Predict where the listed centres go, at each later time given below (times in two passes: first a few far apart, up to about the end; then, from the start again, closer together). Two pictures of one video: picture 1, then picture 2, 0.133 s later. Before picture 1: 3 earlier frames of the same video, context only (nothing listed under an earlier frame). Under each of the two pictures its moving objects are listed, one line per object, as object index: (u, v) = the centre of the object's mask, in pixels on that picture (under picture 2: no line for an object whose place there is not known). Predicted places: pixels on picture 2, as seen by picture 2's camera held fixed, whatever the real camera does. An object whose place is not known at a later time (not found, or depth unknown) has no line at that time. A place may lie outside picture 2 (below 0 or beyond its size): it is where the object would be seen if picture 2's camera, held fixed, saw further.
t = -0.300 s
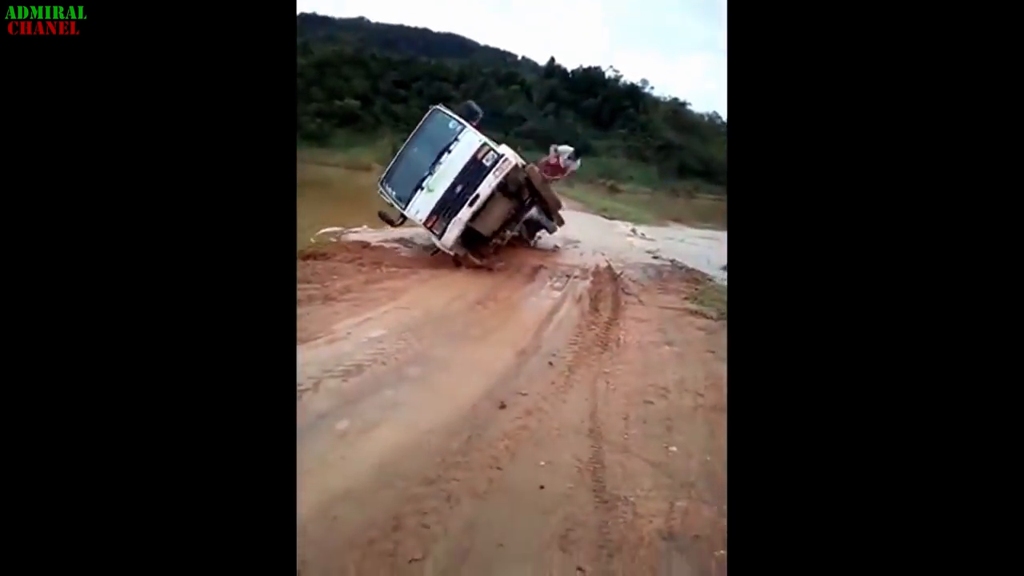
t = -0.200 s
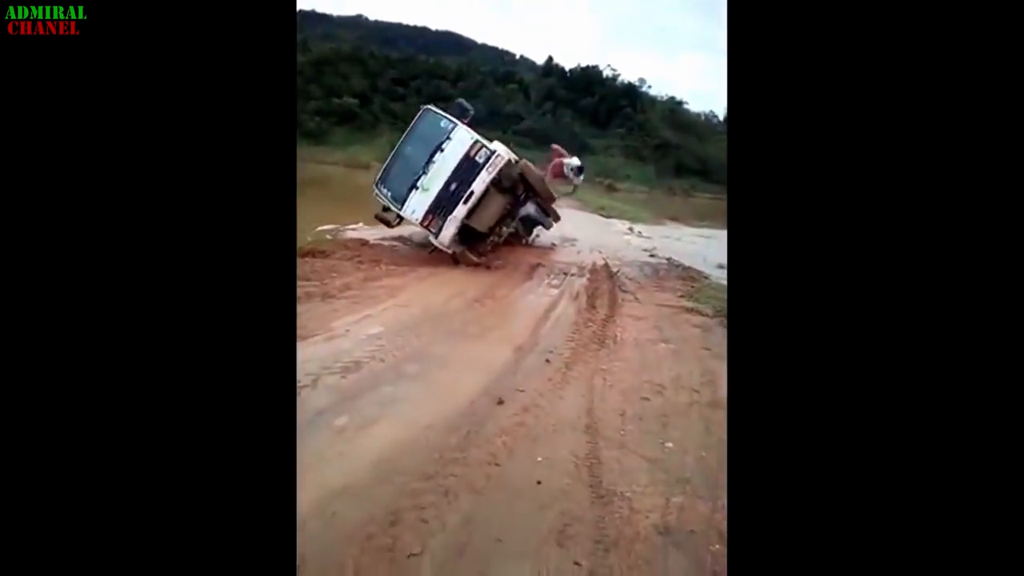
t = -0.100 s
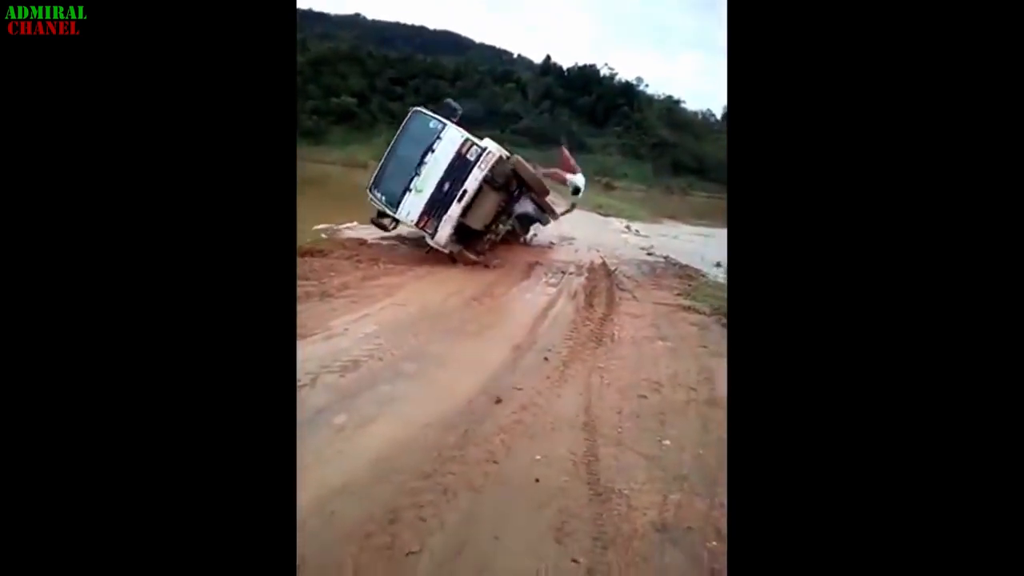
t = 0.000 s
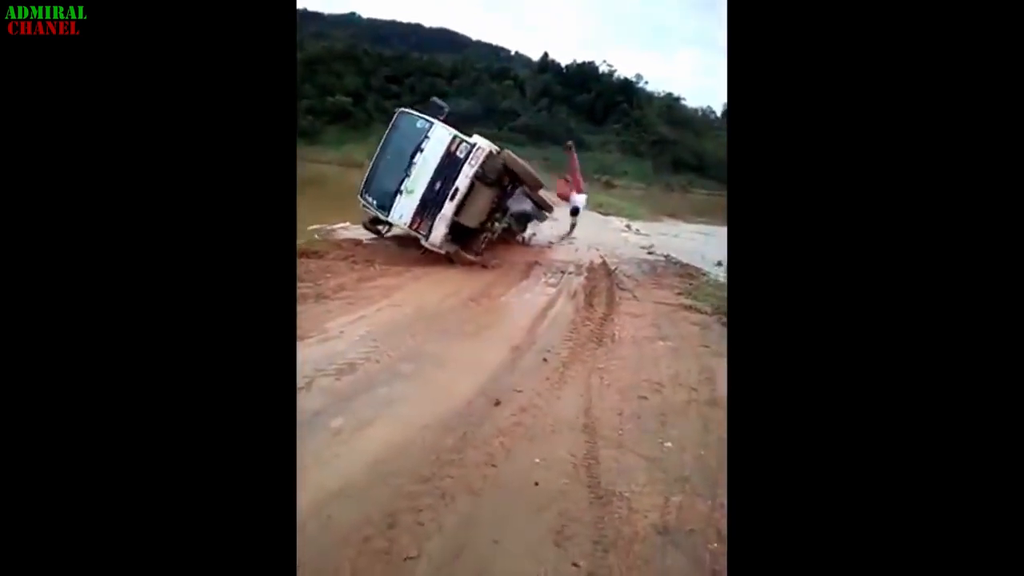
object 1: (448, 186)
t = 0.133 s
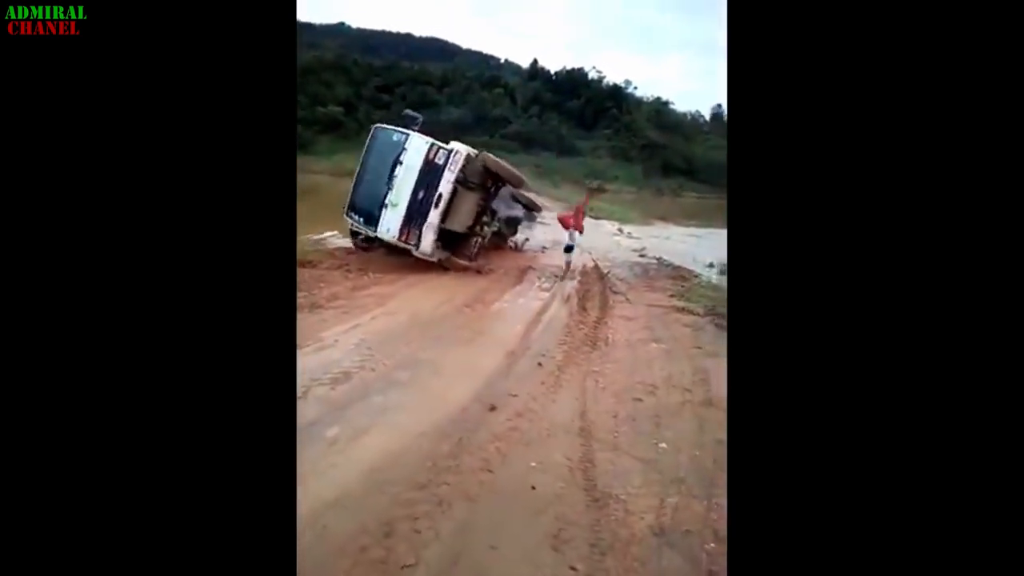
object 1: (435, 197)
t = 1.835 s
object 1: (417, 204)
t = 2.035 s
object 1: (417, 204)
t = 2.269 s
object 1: (418, 204)
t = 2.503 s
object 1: (417, 203)
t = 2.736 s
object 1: (416, 203)
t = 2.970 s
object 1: (417, 204)
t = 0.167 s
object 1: (434, 198)
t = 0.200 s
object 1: (432, 199)
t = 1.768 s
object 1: (417, 204)
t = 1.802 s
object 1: (417, 204)
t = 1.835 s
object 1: (417, 204)
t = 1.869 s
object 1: (418, 204)
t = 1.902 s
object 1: (418, 204)
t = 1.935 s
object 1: (418, 204)
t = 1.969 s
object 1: (418, 204)
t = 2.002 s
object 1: (417, 204)
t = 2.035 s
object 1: (417, 204)
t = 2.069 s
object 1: (417, 204)
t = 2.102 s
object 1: (417, 204)
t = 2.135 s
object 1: (416, 205)
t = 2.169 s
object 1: (417, 204)
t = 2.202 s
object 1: (417, 204)
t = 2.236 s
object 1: (417, 204)
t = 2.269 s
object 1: (418, 204)
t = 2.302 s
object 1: (417, 204)
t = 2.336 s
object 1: (417, 203)
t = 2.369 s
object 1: (417, 203)
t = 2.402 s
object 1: (417, 203)
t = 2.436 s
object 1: (417, 203)
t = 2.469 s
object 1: (417, 203)
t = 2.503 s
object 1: (417, 203)
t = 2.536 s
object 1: (416, 203)
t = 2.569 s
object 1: (418, 204)
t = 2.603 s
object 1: (416, 203)
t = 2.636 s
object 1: (416, 203)
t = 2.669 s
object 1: (416, 203)
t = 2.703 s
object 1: (416, 203)
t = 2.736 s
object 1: (416, 203)
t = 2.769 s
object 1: (417, 203)
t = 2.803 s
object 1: (416, 203)
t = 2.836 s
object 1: (416, 203)
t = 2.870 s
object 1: (416, 203)
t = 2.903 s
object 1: (417, 203)
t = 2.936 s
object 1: (417, 204)
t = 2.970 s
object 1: (417, 204)
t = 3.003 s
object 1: (417, 204)
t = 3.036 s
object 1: (417, 204)
